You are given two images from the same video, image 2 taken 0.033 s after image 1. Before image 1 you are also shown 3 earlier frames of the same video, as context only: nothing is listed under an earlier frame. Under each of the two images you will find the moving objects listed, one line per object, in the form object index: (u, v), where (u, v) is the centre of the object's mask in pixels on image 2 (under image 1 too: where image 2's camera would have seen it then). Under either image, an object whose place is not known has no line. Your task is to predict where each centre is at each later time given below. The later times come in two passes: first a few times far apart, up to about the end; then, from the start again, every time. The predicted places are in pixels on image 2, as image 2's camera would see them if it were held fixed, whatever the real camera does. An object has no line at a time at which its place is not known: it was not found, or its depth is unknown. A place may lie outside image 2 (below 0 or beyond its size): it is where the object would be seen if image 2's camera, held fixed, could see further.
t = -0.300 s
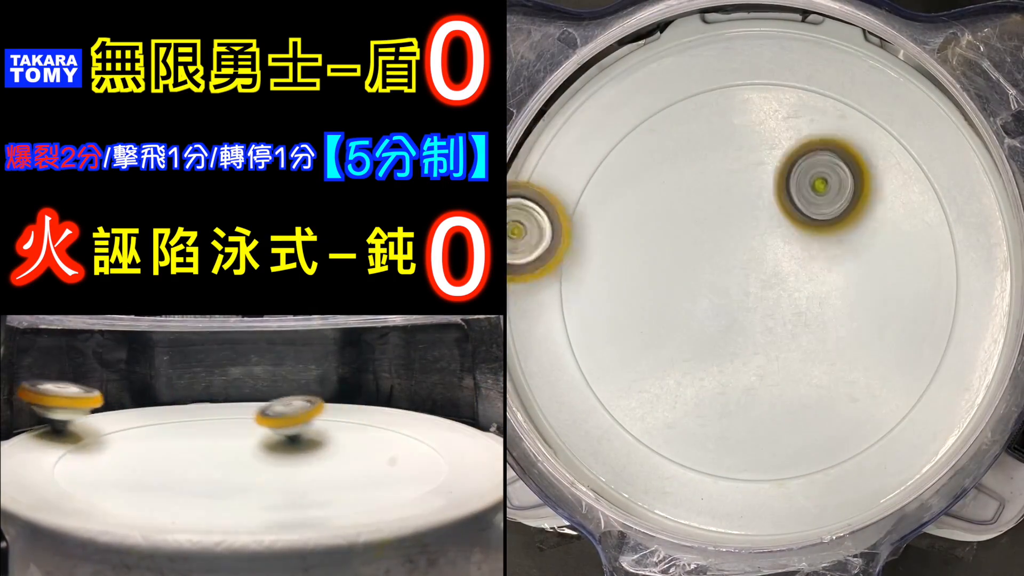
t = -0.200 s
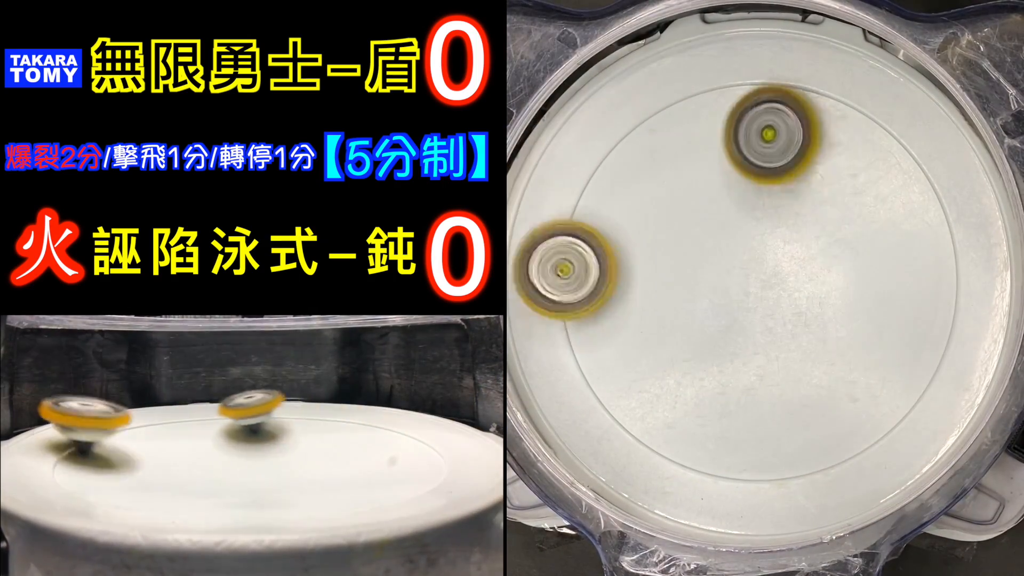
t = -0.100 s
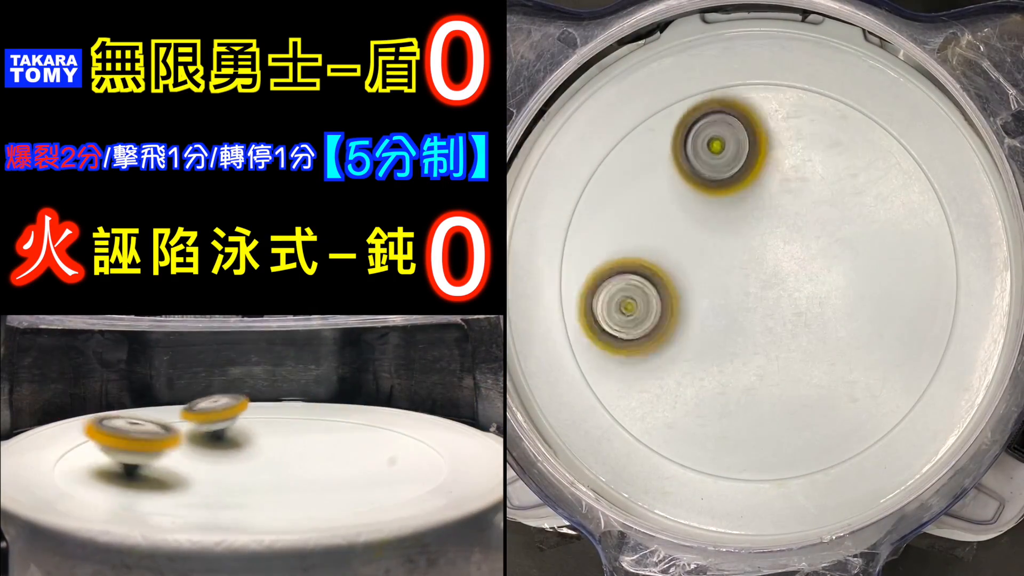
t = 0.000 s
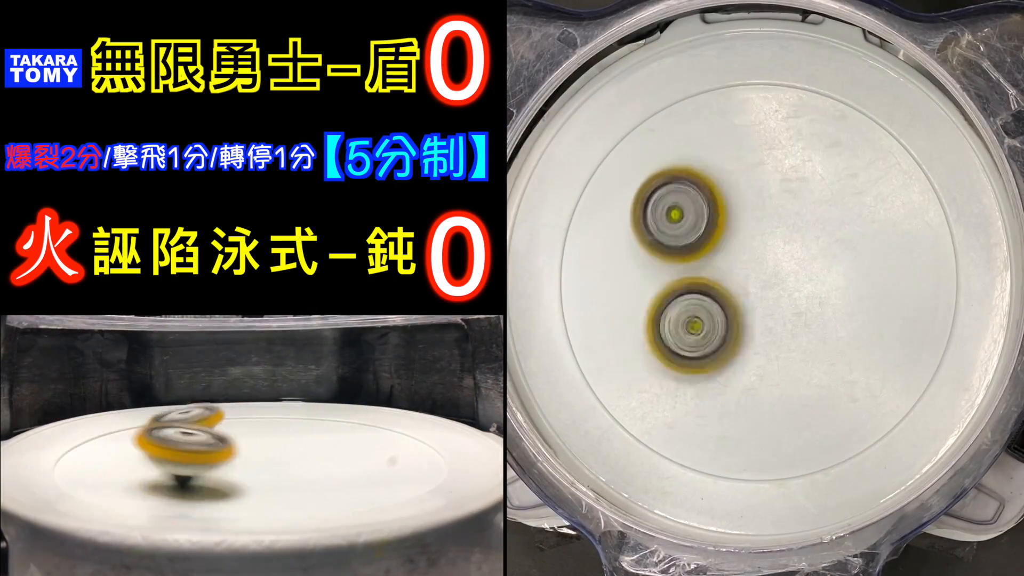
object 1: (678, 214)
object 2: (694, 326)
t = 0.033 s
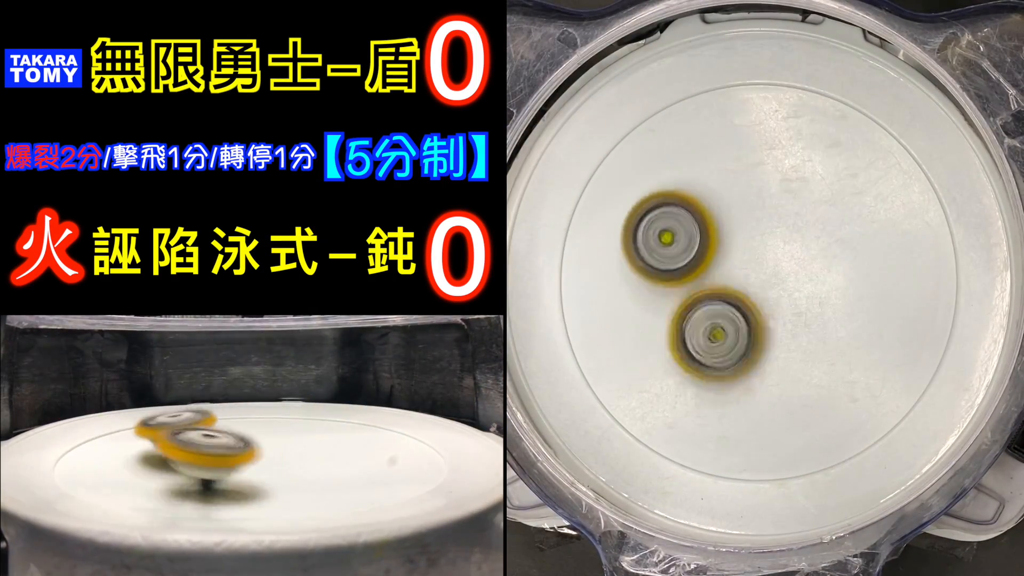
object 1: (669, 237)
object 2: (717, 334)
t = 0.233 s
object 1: (676, 335)
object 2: (871, 380)
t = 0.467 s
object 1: (845, 403)
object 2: (941, 209)
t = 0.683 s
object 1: (935, 250)
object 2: (780, 86)
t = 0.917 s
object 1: (734, 152)
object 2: (607, 137)
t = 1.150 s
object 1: (613, 383)
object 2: (540, 274)
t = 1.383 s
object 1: (760, 514)
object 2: (575, 377)
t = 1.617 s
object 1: (919, 347)
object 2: (727, 419)
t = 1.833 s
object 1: (794, 126)
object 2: (836, 365)
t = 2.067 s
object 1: (553, 198)
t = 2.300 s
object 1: (659, 405)
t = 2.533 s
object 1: (869, 374)
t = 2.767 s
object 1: (872, 193)
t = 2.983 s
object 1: (717, 149)
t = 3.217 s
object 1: (647, 253)
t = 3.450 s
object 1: (699, 301)
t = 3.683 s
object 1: (795, 277)
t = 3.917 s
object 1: (788, 215)
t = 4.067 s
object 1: (736, 207)
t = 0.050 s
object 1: (664, 243)
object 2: (730, 346)
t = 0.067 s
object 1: (659, 248)
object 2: (743, 357)
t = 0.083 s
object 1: (656, 255)
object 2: (756, 366)
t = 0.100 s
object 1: (653, 263)
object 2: (769, 373)
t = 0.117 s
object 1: (652, 272)
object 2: (782, 379)
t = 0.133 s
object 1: (652, 280)
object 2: (795, 383)
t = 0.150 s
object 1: (653, 290)
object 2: (807, 386)
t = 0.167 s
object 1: (656, 299)
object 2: (821, 388)
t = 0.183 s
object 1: (659, 307)
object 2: (834, 388)
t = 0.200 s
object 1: (665, 317)
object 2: (846, 387)
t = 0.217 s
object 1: (670, 326)
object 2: (859, 384)
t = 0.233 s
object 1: (676, 335)
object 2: (871, 380)
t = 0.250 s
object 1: (683, 345)
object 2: (883, 375)
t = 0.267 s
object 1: (691, 354)
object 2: (894, 368)
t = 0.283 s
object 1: (700, 364)
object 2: (904, 361)
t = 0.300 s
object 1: (711, 372)
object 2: (914, 351)
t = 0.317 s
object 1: (722, 380)
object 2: (923, 341)
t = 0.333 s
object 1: (733, 388)
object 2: (931, 329)
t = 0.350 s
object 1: (746, 393)
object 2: (937, 317)
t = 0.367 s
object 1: (759, 398)
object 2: (942, 303)
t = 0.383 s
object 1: (773, 402)
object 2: (946, 289)
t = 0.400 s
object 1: (787, 405)
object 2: (948, 274)
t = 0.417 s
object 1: (801, 407)
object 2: (948, 258)
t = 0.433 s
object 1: (816, 407)
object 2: (948, 242)
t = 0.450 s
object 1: (831, 406)
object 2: (945, 226)
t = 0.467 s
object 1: (845, 403)
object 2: (941, 209)
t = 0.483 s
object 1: (858, 399)
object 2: (935, 192)
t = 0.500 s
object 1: (871, 393)
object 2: (927, 176)
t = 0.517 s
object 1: (884, 386)
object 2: (915, 163)
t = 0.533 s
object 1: (897, 377)
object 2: (901, 149)
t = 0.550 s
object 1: (908, 367)
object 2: (887, 137)
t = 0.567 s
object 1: (918, 356)
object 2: (872, 125)
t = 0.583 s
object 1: (926, 344)
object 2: (858, 114)
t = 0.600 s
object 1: (933, 330)
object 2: (845, 106)
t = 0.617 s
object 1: (938, 314)
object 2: (830, 98)
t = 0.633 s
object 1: (940, 298)
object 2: (819, 92)
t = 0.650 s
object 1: (941, 282)
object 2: (805, 89)
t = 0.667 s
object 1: (939, 266)
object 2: (793, 87)
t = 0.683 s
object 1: (935, 250)
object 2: (780, 86)
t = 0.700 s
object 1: (928, 233)
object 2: (769, 87)
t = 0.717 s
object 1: (919, 217)
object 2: (757, 88)
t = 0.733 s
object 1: (909, 203)
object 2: (747, 90)
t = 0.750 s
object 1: (897, 188)
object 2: (736, 93)
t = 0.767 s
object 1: (881, 175)
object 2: (727, 97)
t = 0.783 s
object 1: (864, 162)
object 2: (717, 101)
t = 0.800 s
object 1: (845, 152)
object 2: (708, 106)
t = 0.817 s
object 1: (826, 143)
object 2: (699, 113)
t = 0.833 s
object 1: (805, 135)
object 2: (692, 120)
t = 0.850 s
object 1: (783, 129)
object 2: (683, 126)
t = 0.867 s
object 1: (771, 132)
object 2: (662, 125)
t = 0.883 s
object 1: (759, 137)
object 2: (640, 124)
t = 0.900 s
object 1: (747, 143)
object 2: (622, 127)
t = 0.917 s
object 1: (734, 152)
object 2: (607, 137)
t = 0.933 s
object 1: (721, 161)
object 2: (593, 146)
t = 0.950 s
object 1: (708, 173)
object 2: (581, 158)
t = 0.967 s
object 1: (695, 186)
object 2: (569, 169)
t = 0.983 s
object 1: (684, 199)
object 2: (560, 179)
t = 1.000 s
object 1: (672, 213)
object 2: (553, 190)
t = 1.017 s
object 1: (661, 229)
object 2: (549, 200)
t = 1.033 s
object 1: (651, 246)
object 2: (546, 211)
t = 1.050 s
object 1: (642, 264)
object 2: (544, 220)
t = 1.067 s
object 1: (634, 283)
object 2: (542, 229)
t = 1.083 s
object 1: (627, 302)
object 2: (541, 239)
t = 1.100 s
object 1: (621, 322)
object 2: (540, 248)
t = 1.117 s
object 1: (617, 342)
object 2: (540, 257)
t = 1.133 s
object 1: (614, 362)
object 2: (539, 265)
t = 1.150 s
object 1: (613, 383)
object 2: (540, 274)
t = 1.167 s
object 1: (614, 403)
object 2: (540, 283)
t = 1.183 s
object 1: (616, 423)
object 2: (540, 290)
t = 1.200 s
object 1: (622, 441)
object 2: (541, 298)
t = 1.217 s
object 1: (631, 455)
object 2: (542, 306)
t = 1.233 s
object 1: (641, 468)
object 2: (543, 314)
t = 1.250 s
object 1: (653, 479)
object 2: (545, 322)
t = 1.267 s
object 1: (665, 489)
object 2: (546, 329)
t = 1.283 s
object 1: (678, 498)
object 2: (548, 336)
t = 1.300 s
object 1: (690, 504)
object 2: (551, 344)
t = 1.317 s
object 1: (703, 509)
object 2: (554, 351)
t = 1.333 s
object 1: (717, 514)
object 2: (557, 357)
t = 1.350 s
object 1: (730, 516)
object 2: (562, 364)
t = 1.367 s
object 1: (745, 516)
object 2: (568, 370)
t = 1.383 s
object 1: (760, 514)
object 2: (575, 377)
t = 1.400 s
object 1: (775, 512)
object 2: (583, 383)
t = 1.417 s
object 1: (792, 508)
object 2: (593, 388)
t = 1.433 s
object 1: (807, 504)
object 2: (604, 394)
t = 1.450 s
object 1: (823, 498)
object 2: (614, 399)
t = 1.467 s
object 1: (838, 492)
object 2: (624, 403)
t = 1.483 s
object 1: (853, 484)
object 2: (637, 406)
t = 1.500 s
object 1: (866, 471)
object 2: (649, 410)
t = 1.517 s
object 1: (878, 459)
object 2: (660, 412)
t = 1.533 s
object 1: (889, 443)
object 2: (672, 415)
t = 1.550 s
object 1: (898, 427)
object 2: (683, 417)
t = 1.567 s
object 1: (906, 408)
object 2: (694, 418)
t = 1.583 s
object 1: (913, 388)
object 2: (705, 419)
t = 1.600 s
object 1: (917, 369)
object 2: (717, 419)
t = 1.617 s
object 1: (919, 347)
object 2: (727, 419)
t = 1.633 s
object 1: (921, 328)
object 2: (739, 417)
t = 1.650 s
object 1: (920, 308)
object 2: (749, 416)
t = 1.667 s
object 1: (918, 289)
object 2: (759, 413)
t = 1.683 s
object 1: (912, 269)
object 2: (769, 410)
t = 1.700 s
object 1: (906, 251)
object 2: (778, 407)
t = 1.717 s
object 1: (898, 231)
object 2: (786, 403)
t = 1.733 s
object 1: (887, 213)
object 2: (795, 398)
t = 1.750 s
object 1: (874, 195)
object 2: (803, 394)
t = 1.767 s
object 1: (860, 180)
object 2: (811, 389)
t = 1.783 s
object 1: (846, 164)
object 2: (817, 383)
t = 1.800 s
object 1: (829, 150)
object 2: (825, 377)
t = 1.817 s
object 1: (812, 137)
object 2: (831, 371)
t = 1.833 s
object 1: (794, 126)
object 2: (836, 365)
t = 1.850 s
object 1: (775, 115)
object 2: (842, 358)
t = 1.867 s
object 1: (754, 107)
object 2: (847, 352)
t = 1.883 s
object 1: (733, 100)
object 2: (852, 345)
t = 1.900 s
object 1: (711, 95)
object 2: (856, 337)
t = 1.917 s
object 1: (691, 94)
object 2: (860, 330)
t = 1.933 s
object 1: (670, 94)
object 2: (863, 323)
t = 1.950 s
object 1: (653, 102)
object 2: (865, 316)
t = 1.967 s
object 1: (635, 111)
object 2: (868, 308)
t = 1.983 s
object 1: (620, 122)
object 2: (870, 301)
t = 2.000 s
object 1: (605, 135)
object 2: (871, 294)
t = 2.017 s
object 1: (591, 149)
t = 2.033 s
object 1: (576, 164)
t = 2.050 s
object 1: (564, 179)
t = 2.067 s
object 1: (553, 198)
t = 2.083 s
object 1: (546, 214)
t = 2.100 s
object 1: (540, 233)
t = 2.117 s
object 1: (536, 251)
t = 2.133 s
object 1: (540, 269)
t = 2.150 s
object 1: (545, 285)
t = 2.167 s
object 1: (552, 303)
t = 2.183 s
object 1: (562, 319)
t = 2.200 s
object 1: (575, 335)
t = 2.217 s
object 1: (587, 349)
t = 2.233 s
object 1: (602, 363)
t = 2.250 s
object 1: (615, 376)
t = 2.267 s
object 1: (629, 386)
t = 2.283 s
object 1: (644, 396)
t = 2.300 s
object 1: (659, 405)
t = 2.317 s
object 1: (676, 413)
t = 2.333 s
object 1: (692, 420)
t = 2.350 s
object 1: (709, 424)
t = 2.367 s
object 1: (726, 427)
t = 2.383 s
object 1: (742, 428)
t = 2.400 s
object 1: (758, 428)
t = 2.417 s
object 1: (774, 426)
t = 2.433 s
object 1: (790, 423)
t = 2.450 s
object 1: (805, 419)
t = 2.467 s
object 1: (819, 412)
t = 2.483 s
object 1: (833, 405)
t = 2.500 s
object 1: (846, 396)
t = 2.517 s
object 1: (857, 385)
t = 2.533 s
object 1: (869, 374)
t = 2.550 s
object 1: (879, 362)
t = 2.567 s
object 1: (887, 348)
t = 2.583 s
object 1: (894, 335)
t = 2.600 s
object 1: (899, 321)
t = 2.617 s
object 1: (905, 308)
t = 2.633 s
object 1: (907, 294)
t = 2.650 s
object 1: (907, 279)
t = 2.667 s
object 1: (906, 266)
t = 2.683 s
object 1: (903, 251)
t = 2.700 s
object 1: (900, 238)
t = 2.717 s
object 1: (895, 226)
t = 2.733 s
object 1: (889, 213)
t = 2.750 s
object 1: (882, 203)
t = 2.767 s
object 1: (872, 193)
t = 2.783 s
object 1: (863, 183)
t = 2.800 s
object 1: (853, 175)
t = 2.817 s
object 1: (841, 166)
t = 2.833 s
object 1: (829, 159)
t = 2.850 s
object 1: (816, 154)
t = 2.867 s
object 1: (803, 149)
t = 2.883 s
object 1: (792, 145)
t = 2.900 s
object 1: (778, 143)
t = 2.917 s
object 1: (765, 141)
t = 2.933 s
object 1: (754, 141)
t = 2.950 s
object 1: (740, 143)
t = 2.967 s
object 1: (729, 145)
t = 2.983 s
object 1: (717, 149)
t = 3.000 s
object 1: (706, 154)
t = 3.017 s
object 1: (696, 160)
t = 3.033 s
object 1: (687, 167)
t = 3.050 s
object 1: (678, 174)
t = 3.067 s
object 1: (672, 180)
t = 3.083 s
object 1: (665, 185)
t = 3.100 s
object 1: (659, 191)
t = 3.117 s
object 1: (655, 198)
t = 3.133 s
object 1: (651, 207)
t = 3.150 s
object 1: (648, 216)
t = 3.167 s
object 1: (647, 225)
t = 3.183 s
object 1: (646, 235)
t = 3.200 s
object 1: (646, 244)
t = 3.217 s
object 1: (647, 253)
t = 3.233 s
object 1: (649, 261)
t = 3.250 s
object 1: (648, 264)
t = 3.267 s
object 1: (648, 267)
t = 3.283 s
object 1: (649, 270)
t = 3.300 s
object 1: (651, 273)
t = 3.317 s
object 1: (654, 274)
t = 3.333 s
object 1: (658, 277)
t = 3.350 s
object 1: (662, 281)
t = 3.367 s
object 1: (667, 284)
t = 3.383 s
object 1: (672, 287)
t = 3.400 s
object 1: (678, 291)
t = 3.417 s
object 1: (684, 295)
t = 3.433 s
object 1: (691, 298)
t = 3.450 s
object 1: (699, 301)
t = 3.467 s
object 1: (706, 304)
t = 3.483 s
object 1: (714, 305)
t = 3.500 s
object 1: (722, 306)
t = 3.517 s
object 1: (730, 307)
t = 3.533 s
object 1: (738, 307)
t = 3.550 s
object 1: (747, 305)
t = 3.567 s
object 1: (755, 304)
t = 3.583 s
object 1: (762, 302)
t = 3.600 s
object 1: (769, 298)
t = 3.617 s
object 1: (776, 294)
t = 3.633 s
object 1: (782, 290)
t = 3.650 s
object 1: (787, 286)
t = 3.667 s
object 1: (791, 282)
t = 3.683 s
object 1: (795, 277)
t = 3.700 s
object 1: (799, 272)
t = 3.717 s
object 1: (801, 268)
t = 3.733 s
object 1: (804, 262)
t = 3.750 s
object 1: (806, 257)
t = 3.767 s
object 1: (806, 253)
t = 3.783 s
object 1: (806, 248)
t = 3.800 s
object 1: (807, 244)
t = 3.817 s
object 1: (806, 240)
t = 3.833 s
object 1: (805, 236)
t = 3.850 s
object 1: (802, 231)
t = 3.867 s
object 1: (800, 227)
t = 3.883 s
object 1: (797, 222)
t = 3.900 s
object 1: (793, 219)
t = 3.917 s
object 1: (788, 215)
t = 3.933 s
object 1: (783, 212)
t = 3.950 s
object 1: (778, 209)
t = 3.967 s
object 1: (772, 207)
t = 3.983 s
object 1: (766, 205)
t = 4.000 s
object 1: (761, 204)
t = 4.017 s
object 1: (755, 204)
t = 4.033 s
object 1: (748, 205)
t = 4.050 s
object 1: (742, 205)
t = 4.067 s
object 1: (736, 207)
